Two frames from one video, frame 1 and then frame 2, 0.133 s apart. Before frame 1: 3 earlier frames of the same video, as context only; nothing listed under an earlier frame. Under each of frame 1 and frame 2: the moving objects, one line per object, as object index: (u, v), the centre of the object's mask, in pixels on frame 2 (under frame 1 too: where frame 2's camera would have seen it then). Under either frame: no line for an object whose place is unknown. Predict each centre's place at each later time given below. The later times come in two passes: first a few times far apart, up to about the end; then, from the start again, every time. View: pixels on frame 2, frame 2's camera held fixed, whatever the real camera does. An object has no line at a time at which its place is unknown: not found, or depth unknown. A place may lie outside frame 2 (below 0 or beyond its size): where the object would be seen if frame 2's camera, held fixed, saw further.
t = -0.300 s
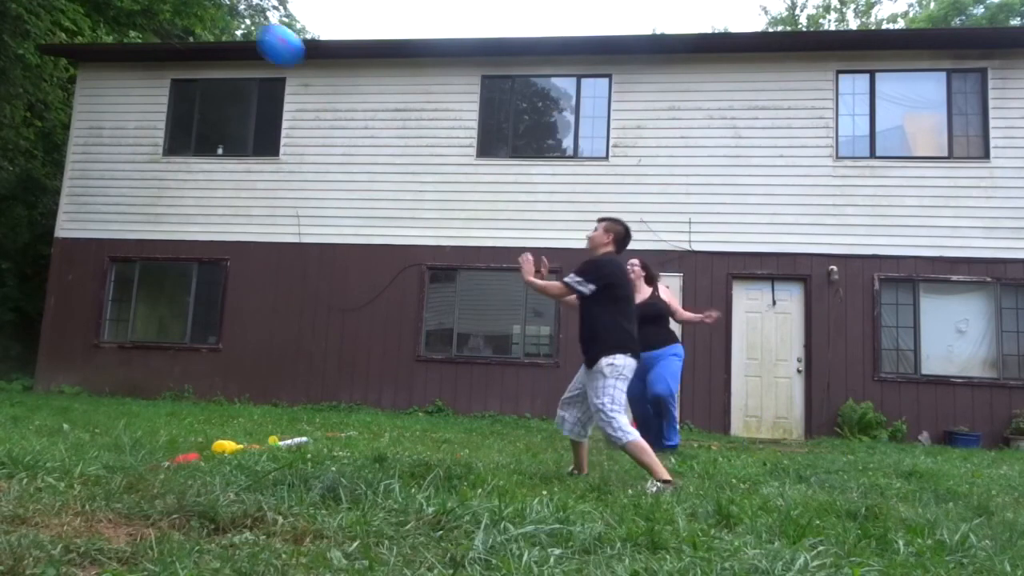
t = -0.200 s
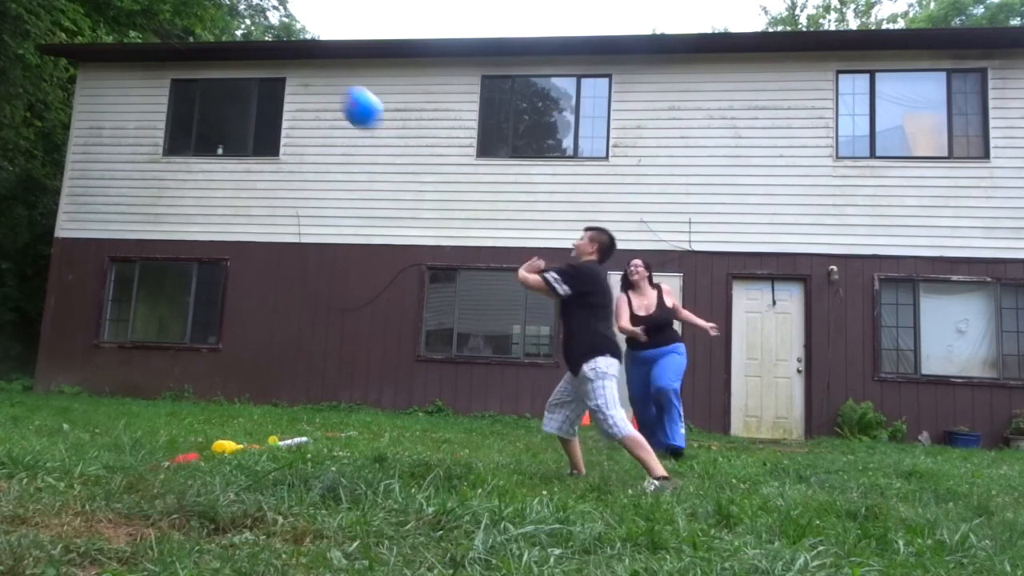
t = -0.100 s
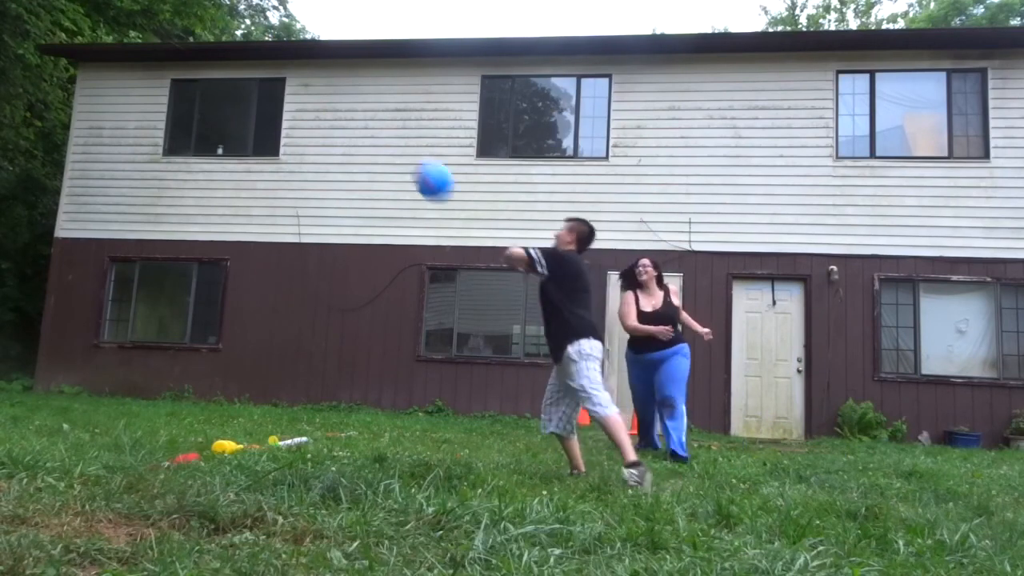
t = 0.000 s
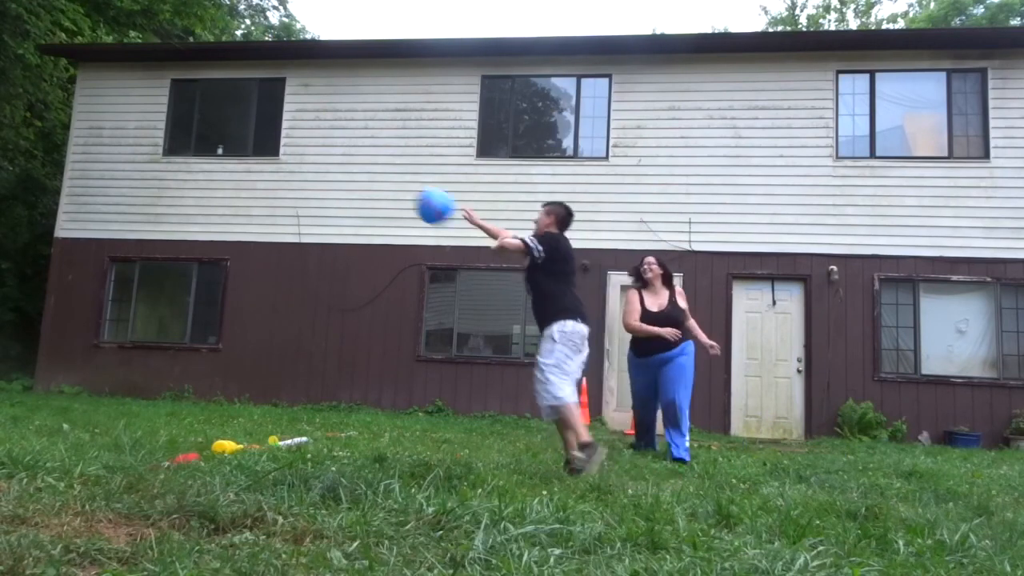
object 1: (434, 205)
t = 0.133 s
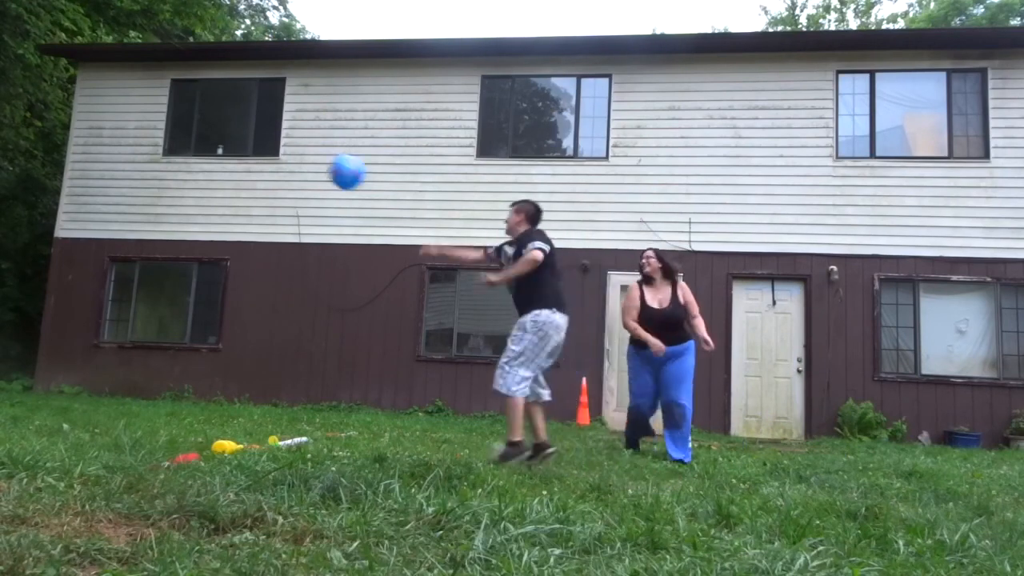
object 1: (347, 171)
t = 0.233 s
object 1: (287, 162)
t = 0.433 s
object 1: (187, 187)
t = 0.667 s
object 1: (87, 271)
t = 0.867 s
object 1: (14, 380)
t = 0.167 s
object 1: (327, 167)
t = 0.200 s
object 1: (307, 164)
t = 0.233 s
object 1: (287, 162)
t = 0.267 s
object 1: (268, 163)
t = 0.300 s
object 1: (251, 165)
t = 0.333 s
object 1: (234, 169)
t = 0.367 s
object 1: (218, 174)
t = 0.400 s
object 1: (202, 180)
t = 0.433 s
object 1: (187, 187)
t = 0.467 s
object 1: (171, 196)
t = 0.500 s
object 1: (157, 205)
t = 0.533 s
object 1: (142, 217)
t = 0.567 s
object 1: (128, 229)
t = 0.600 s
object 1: (115, 244)
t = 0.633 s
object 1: (101, 257)
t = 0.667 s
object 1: (87, 271)
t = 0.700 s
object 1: (74, 287)
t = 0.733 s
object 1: (61, 304)
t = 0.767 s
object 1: (48, 322)
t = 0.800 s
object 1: (35, 341)
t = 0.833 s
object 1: (24, 361)
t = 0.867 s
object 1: (14, 380)
